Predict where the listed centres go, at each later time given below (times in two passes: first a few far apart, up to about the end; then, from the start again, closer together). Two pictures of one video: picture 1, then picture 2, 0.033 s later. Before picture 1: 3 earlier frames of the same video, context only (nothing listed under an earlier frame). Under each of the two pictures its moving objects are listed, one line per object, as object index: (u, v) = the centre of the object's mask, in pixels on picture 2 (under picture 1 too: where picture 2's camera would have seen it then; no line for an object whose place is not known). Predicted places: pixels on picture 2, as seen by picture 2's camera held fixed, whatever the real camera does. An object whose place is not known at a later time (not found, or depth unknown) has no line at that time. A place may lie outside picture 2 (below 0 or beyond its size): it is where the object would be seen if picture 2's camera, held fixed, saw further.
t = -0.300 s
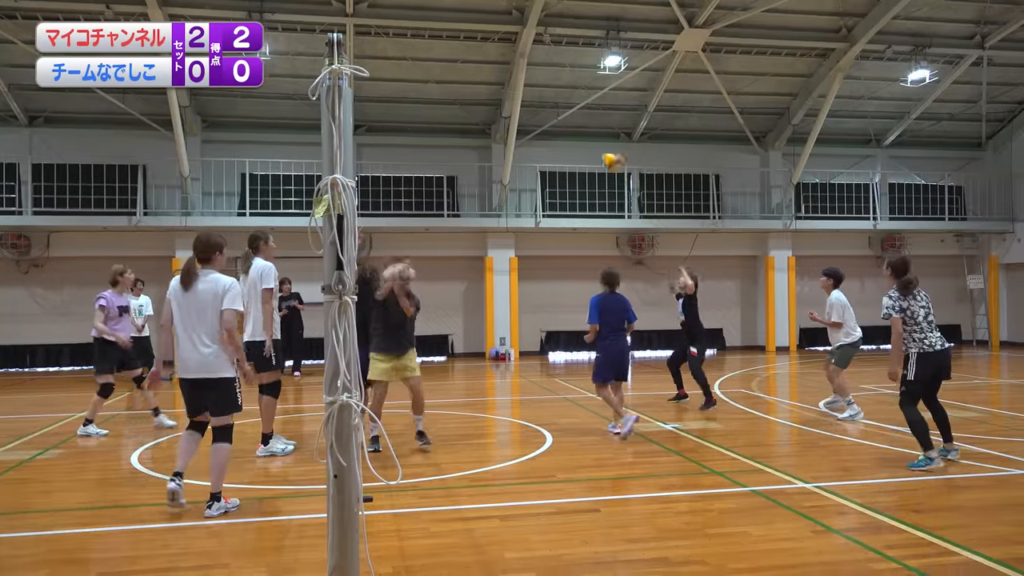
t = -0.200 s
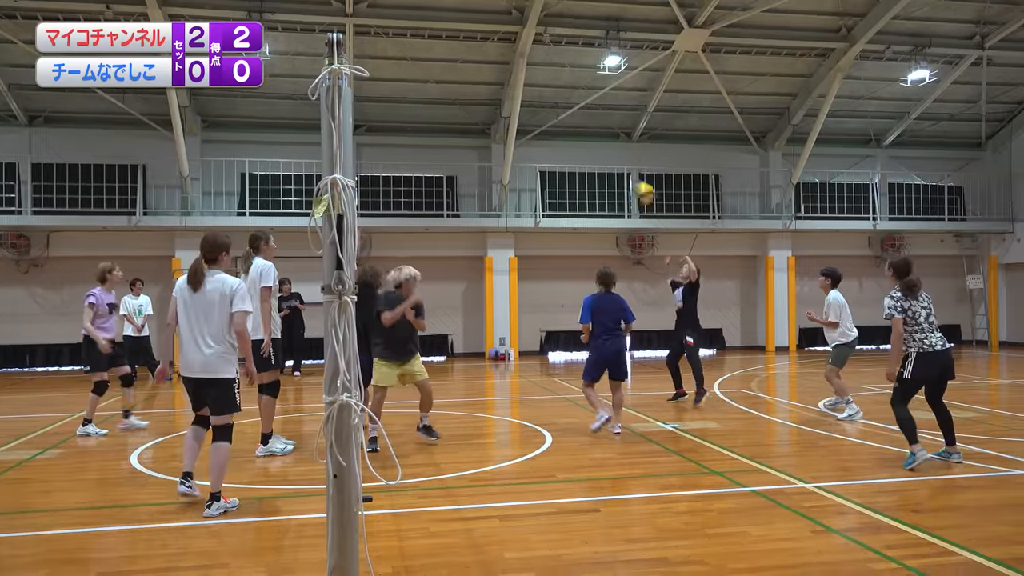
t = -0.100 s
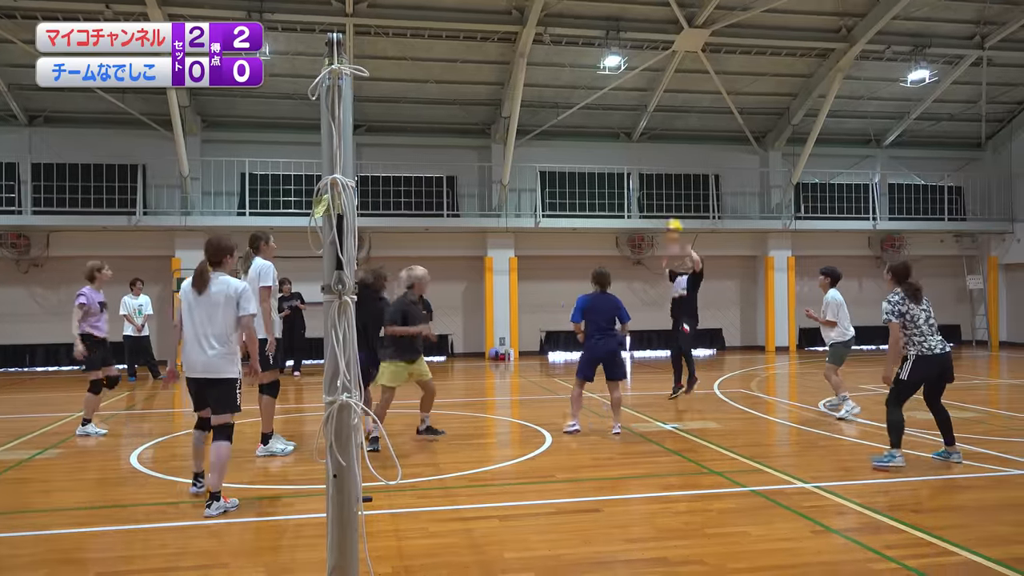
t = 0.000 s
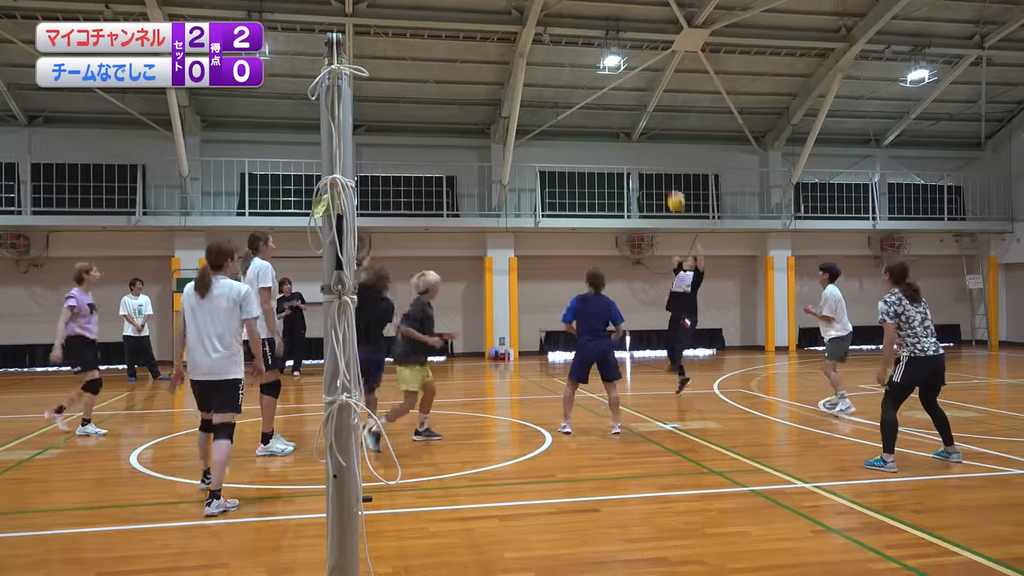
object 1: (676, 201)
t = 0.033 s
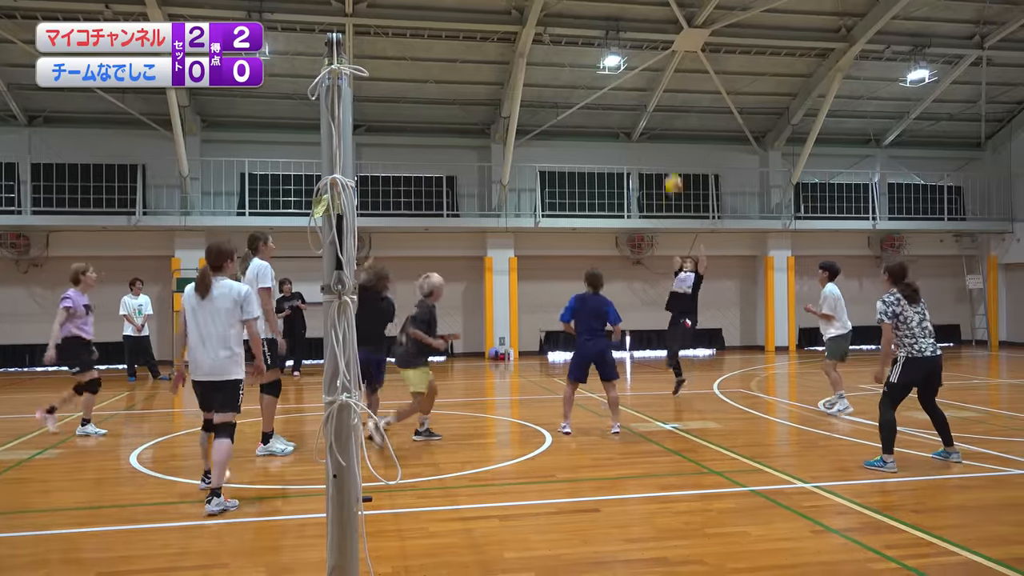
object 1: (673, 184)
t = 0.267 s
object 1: (651, 85)
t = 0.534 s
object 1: (625, 24)
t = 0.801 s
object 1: (600, 22)
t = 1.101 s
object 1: (572, 95)
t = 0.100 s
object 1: (667, 151)
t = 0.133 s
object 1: (664, 136)
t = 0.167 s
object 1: (661, 122)
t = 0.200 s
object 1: (658, 110)
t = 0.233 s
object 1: (655, 96)
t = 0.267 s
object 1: (651, 85)
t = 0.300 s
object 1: (648, 74)
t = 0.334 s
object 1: (644, 64)
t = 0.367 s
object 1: (641, 55)
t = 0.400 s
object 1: (638, 48)
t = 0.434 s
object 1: (634, 41)
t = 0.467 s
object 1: (631, 34)
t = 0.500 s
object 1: (628, 29)
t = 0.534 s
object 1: (625, 24)
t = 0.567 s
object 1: (622, 21)
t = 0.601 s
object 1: (618, 18)
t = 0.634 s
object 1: (615, 16)
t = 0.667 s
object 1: (612, 16)
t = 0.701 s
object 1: (609, 16)
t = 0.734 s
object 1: (606, 17)
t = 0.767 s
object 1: (603, 19)
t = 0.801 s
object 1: (600, 22)
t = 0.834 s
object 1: (597, 26)
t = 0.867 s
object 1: (594, 31)
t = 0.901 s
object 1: (591, 36)
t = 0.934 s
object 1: (587, 43)
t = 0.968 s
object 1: (584, 50)
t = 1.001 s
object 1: (581, 61)
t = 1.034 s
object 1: (578, 71)
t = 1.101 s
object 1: (572, 95)
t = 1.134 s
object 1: (569, 109)
